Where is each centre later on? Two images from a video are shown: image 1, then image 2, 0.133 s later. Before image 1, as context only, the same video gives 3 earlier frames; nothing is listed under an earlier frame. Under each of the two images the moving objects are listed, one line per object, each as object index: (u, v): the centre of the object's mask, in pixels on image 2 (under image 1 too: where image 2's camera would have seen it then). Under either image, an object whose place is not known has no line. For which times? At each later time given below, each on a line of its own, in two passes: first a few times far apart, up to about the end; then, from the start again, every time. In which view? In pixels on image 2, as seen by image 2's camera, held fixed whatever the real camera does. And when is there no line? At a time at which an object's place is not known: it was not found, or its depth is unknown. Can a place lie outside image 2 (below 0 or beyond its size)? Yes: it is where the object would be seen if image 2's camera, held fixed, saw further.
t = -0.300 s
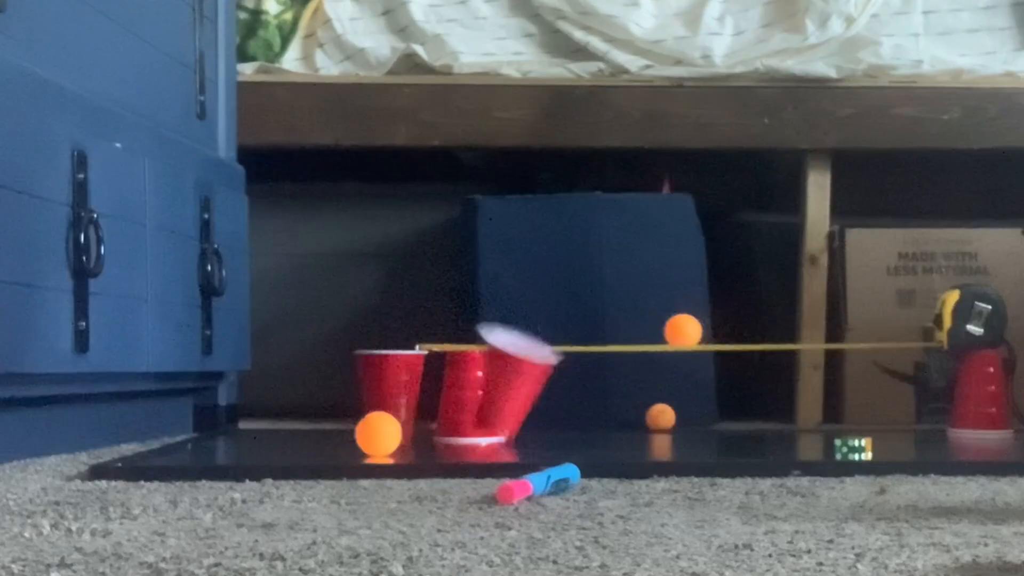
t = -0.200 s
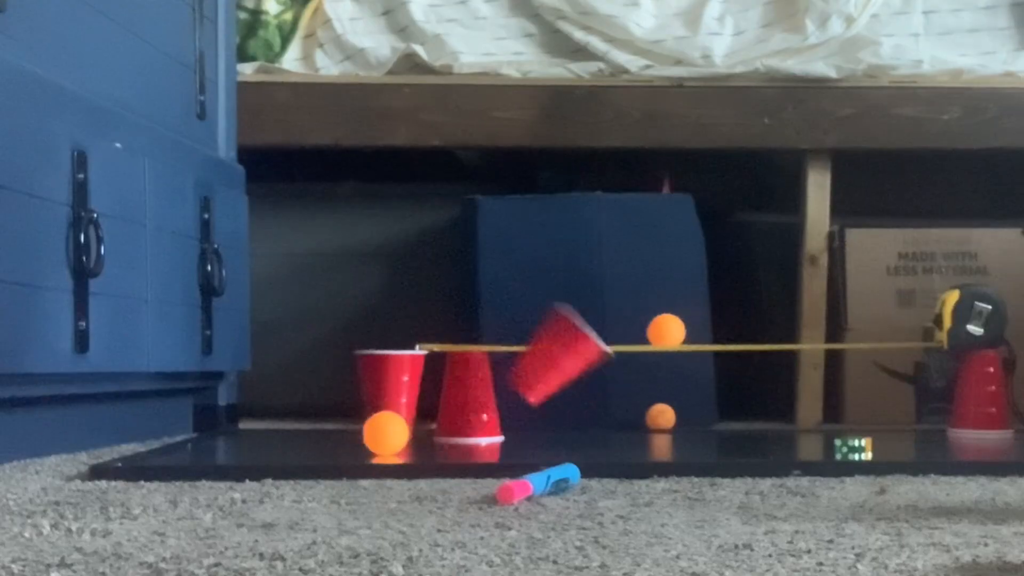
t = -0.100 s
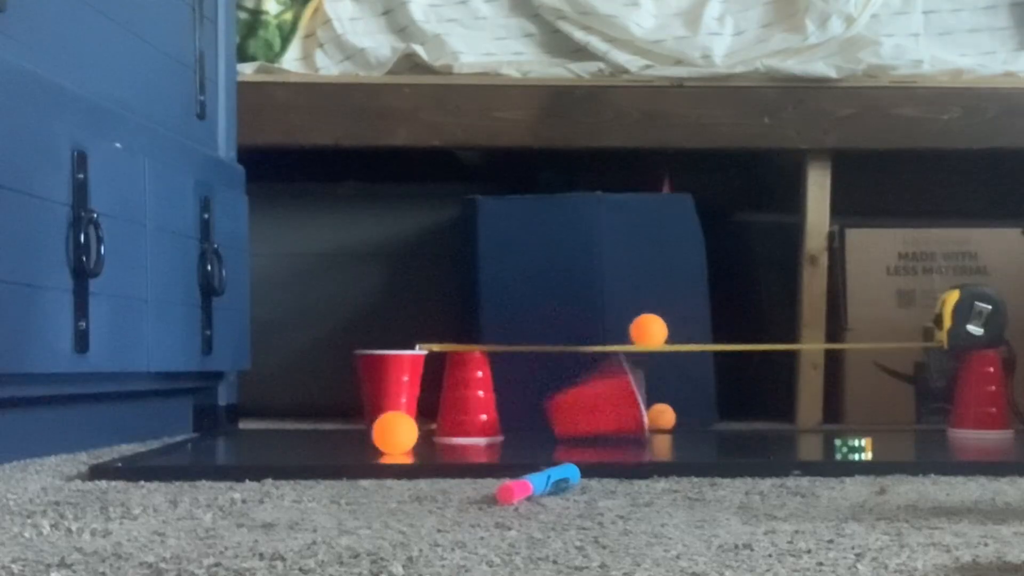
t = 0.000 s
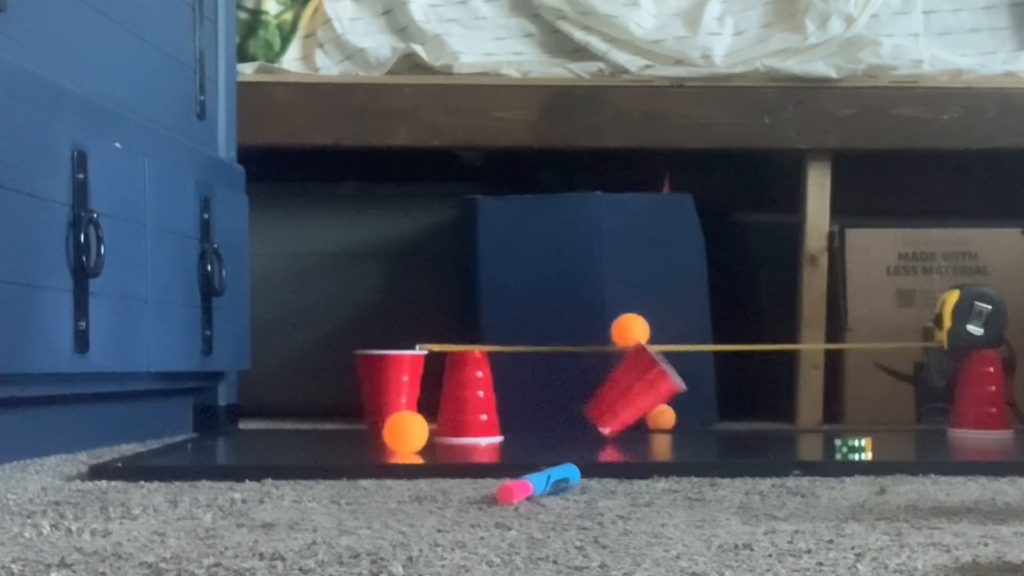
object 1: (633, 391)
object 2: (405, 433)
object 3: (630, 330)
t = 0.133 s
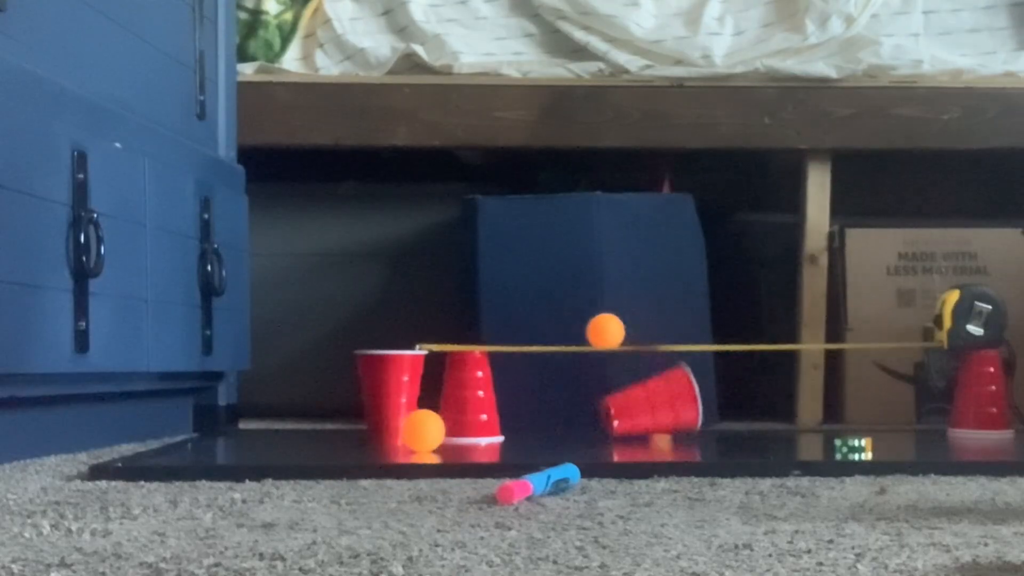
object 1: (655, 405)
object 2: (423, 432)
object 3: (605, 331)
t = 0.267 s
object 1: (657, 408)
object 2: (440, 430)
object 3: (583, 331)
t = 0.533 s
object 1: (652, 409)
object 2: (470, 429)
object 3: (540, 331)
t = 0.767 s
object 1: (650, 409)
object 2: (500, 428)
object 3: (499, 331)
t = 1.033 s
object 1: (654, 409)
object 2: (541, 427)
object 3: (464, 330)
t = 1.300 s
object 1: (662, 410)
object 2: (579, 426)
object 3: (423, 330)
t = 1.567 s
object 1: (674, 411)
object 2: (618, 427)
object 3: (405, 333)
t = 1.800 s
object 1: (669, 407)
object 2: (662, 427)
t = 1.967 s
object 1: (661, 411)
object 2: (684, 428)
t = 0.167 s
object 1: (656, 403)
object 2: (427, 431)
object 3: (600, 331)
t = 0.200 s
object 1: (657, 407)
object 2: (431, 431)
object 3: (594, 331)
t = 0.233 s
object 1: (658, 407)
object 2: (436, 431)
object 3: (589, 331)
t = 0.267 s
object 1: (657, 408)
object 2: (440, 430)
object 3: (583, 331)
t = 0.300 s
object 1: (656, 408)
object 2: (444, 430)
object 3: (579, 331)
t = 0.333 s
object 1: (655, 408)
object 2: (447, 430)
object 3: (574, 331)
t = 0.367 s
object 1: (654, 409)
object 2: (451, 430)
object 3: (569, 331)
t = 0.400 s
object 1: (654, 409)
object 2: (455, 430)
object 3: (563, 331)
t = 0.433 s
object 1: (653, 409)
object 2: (458, 430)
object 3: (558, 331)
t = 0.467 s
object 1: (653, 409)
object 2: (462, 429)
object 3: (552, 331)
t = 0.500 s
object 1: (652, 409)
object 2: (466, 429)
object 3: (546, 331)
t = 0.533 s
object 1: (652, 409)
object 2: (470, 429)
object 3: (540, 331)
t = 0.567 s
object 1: (651, 409)
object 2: (473, 429)
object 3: (533, 331)
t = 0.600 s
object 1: (651, 409)
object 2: (478, 429)
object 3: (527, 331)
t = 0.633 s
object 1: (651, 409)
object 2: (481, 428)
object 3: (521, 331)
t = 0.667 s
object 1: (650, 409)
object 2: (486, 428)
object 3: (515, 331)
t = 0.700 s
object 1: (650, 409)
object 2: (490, 428)
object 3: (509, 331)
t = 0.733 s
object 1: (650, 409)
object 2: (495, 428)
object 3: (504, 331)
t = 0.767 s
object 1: (650, 409)
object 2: (500, 428)
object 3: (499, 331)
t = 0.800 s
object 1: (650, 409)
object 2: (505, 428)
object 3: (494, 331)
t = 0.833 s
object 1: (651, 409)
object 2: (510, 427)
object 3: (490, 331)
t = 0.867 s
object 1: (651, 409)
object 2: (515, 427)
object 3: (486, 331)
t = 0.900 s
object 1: (651, 409)
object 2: (520, 427)
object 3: (481, 331)
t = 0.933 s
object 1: (652, 409)
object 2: (525, 427)
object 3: (477, 330)
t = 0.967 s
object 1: (653, 409)
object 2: (530, 427)
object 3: (473, 330)
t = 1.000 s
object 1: (653, 409)
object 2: (536, 427)
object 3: (468, 330)
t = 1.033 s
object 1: (654, 409)
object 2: (541, 427)
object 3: (464, 330)
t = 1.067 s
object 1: (655, 409)
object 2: (546, 427)
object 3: (458, 330)
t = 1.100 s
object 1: (656, 410)
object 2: (551, 427)
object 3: (453, 330)
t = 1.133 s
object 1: (657, 410)
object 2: (556, 427)
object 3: (448, 330)
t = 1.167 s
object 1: (657, 410)
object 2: (561, 426)
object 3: (442, 330)
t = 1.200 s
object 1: (659, 410)
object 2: (566, 426)
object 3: (436, 330)
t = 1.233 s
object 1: (660, 410)
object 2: (570, 426)
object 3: (431, 329)
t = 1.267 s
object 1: (660, 410)
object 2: (575, 426)
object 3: (427, 330)
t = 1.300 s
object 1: (662, 410)
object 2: (579, 426)
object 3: (423, 330)
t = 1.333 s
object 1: (663, 411)
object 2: (583, 426)
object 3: (420, 329)
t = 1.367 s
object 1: (664, 411)
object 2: (588, 426)
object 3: (418, 330)
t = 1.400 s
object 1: (666, 411)
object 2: (592, 426)
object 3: (417, 330)
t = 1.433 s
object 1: (667, 411)
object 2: (597, 426)
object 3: (416, 330)
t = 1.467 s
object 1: (669, 411)
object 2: (602, 427)
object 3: (415, 330)
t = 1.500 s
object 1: (671, 411)
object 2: (607, 426)
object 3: (413, 331)
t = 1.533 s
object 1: (672, 411)
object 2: (612, 427)
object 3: (410, 332)
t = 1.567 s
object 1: (674, 411)
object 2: (618, 427)
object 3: (405, 333)
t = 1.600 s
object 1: (675, 411)
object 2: (623, 426)
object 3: (399, 337)
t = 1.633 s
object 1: (677, 410)
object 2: (630, 427)
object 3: (394, 343)
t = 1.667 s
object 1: (677, 409)
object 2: (636, 427)
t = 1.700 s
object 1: (676, 409)
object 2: (642, 427)
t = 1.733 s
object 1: (673, 410)
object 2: (649, 427)
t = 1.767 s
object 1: (671, 410)
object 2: (656, 427)
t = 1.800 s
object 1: (669, 407)
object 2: (662, 427)
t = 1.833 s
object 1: (666, 406)
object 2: (669, 427)
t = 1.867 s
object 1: (663, 409)
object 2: (674, 428)
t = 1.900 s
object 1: (663, 411)
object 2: (678, 428)
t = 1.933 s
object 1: (662, 411)
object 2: (682, 428)
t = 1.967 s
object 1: (661, 411)
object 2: (684, 428)
